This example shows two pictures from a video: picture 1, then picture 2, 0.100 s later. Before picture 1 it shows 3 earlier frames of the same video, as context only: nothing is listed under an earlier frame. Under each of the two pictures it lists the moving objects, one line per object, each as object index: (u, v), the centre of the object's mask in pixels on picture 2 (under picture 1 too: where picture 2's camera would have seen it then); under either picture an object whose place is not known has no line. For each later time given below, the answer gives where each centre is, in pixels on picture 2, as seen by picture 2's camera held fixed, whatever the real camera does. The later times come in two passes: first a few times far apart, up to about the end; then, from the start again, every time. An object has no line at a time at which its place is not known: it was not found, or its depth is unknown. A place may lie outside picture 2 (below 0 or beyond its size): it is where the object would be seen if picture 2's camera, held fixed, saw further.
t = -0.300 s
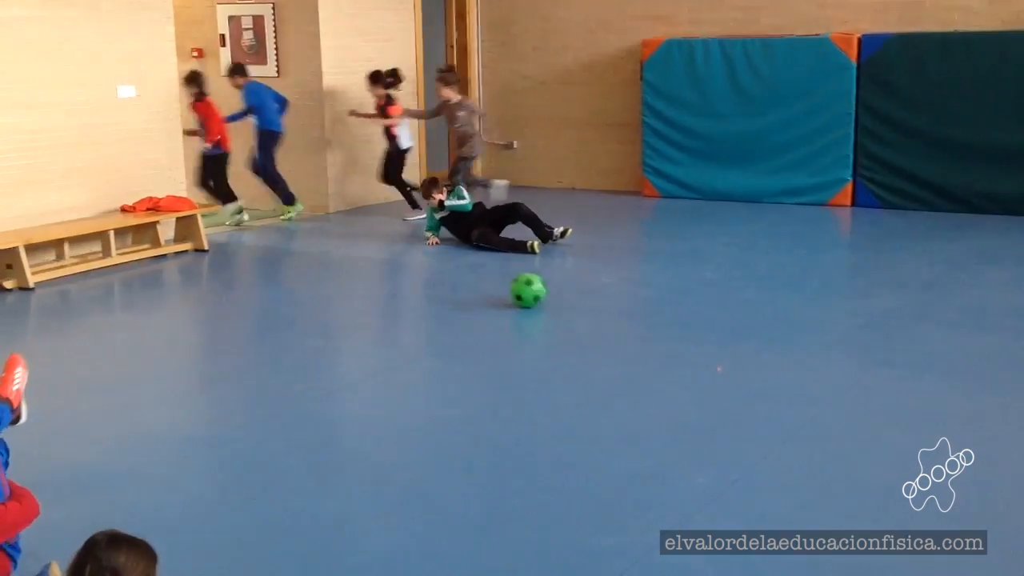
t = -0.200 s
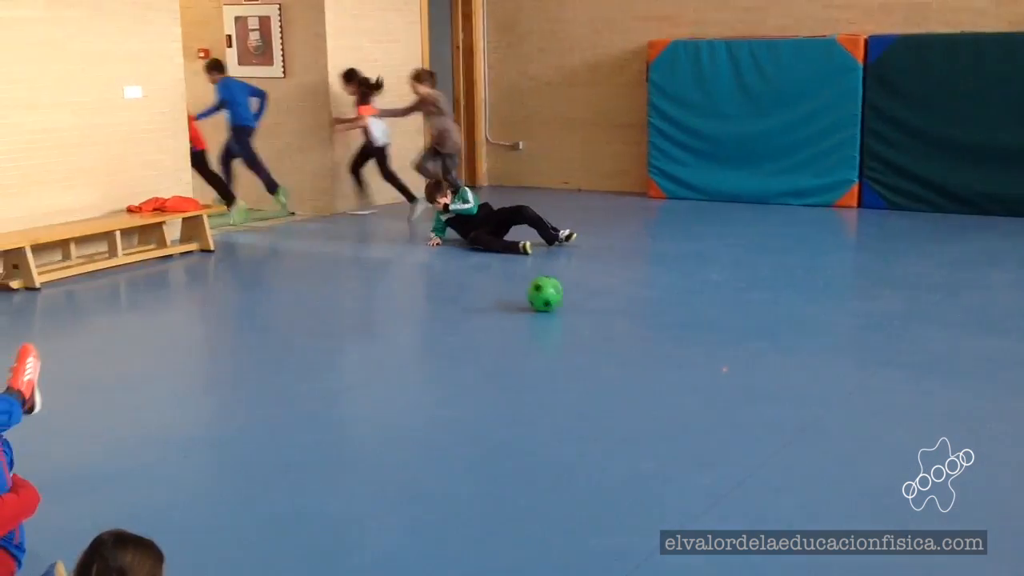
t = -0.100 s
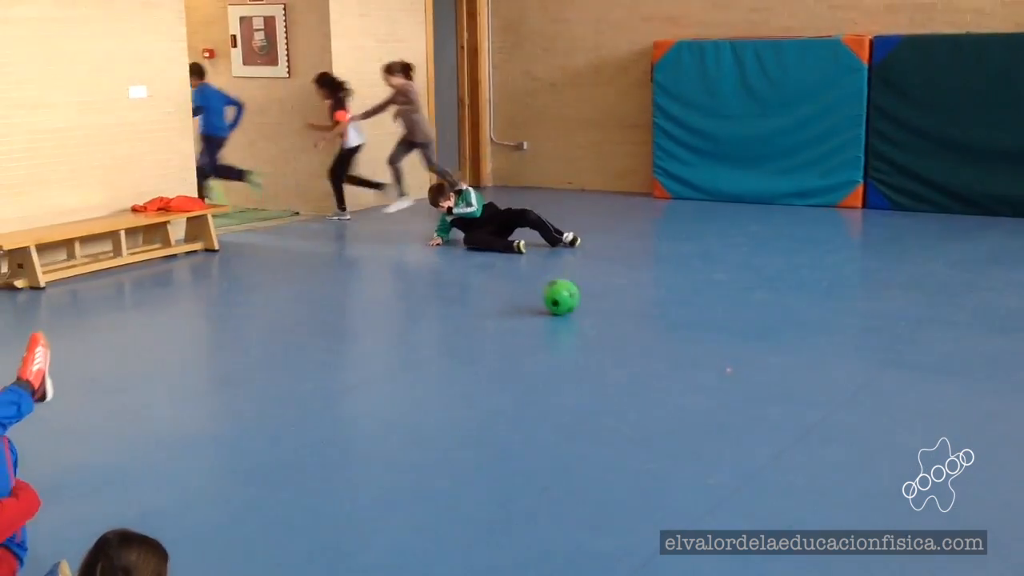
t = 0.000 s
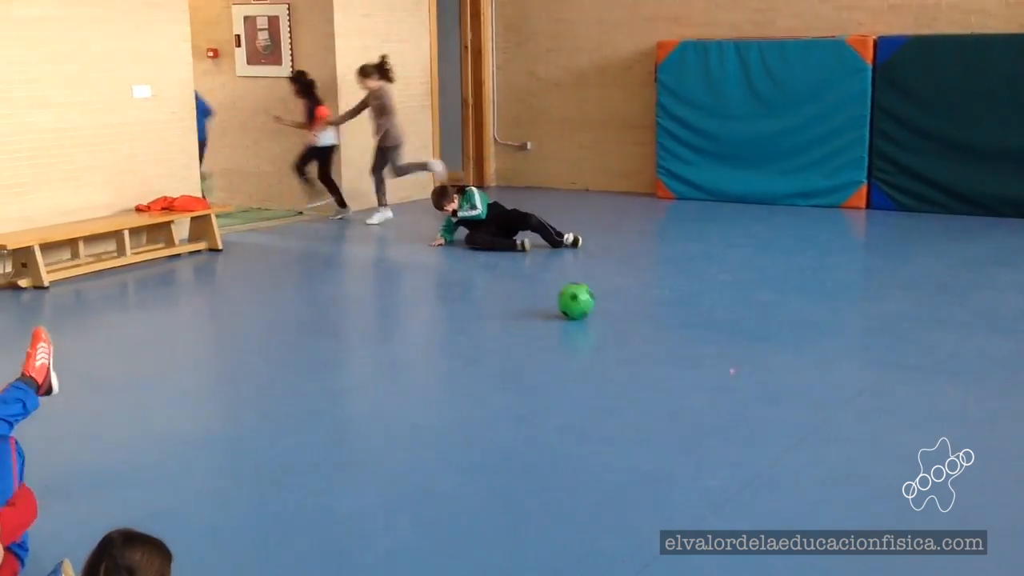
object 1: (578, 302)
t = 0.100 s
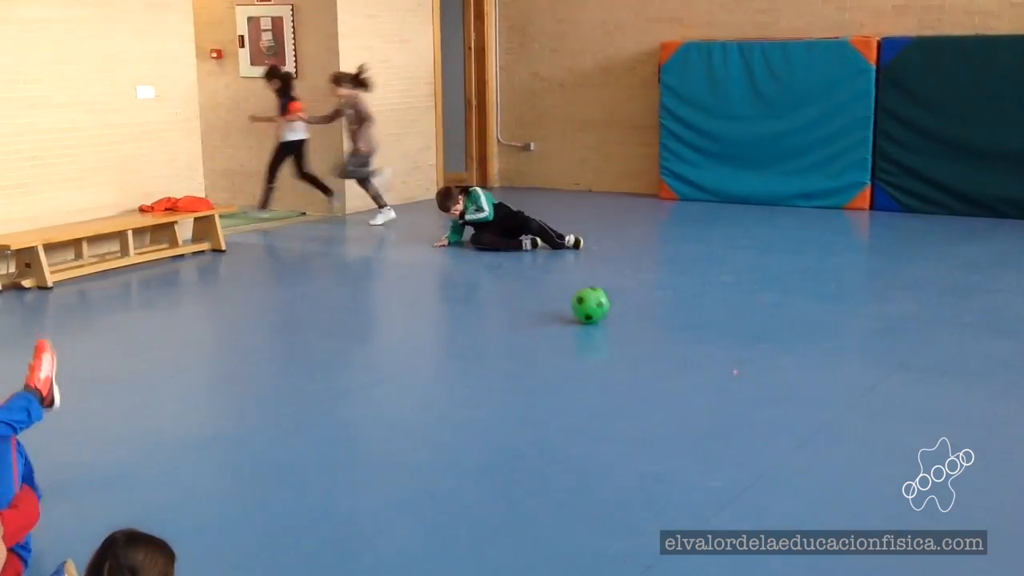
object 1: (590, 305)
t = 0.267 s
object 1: (609, 312)
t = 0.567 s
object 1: (642, 323)
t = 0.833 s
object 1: (670, 336)
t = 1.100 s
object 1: (694, 349)
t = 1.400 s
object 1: (724, 360)
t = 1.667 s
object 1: (747, 371)
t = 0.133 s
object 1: (594, 307)
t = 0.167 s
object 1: (598, 307)
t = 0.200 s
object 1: (602, 309)
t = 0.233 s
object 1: (606, 310)
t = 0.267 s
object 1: (609, 312)
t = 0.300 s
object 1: (613, 313)
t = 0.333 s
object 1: (617, 315)
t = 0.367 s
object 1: (620, 316)
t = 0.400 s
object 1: (624, 317)
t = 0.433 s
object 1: (628, 318)
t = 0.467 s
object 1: (632, 319)
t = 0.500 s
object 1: (635, 320)
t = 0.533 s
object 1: (639, 322)
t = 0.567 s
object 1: (642, 323)
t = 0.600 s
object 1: (645, 325)
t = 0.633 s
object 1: (649, 326)
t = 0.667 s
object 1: (653, 328)
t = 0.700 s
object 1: (656, 329)
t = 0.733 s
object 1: (660, 331)
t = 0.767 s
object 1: (663, 333)
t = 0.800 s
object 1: (666, 335)
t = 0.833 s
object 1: (670, 336)
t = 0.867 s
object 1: (673, 338)
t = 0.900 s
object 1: (676, 340)
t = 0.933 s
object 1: (679, 342)
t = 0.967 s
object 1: (682, 343)
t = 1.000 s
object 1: (686, 345)
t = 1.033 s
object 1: (689, 346)
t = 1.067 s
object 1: (692, 347)
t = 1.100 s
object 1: (694, 349)
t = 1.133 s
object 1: (698, 350)
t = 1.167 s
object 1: (701, 352)
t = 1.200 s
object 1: (704, 354)
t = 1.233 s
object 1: (707, 356)
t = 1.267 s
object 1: (711, 357)
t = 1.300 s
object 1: (715, 358)
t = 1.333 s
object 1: (718, 359)
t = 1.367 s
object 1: (721, 359)
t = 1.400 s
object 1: (724, 360)
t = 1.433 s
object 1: (727, 361)
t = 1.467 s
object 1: (729, 362)
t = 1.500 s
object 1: (732, 364)
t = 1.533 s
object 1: (735, 366)
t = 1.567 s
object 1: (738, 366)
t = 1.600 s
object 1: (740, 368)
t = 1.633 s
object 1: (743, 369)
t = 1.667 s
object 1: (747, 371)
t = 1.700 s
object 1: (750, 370)
